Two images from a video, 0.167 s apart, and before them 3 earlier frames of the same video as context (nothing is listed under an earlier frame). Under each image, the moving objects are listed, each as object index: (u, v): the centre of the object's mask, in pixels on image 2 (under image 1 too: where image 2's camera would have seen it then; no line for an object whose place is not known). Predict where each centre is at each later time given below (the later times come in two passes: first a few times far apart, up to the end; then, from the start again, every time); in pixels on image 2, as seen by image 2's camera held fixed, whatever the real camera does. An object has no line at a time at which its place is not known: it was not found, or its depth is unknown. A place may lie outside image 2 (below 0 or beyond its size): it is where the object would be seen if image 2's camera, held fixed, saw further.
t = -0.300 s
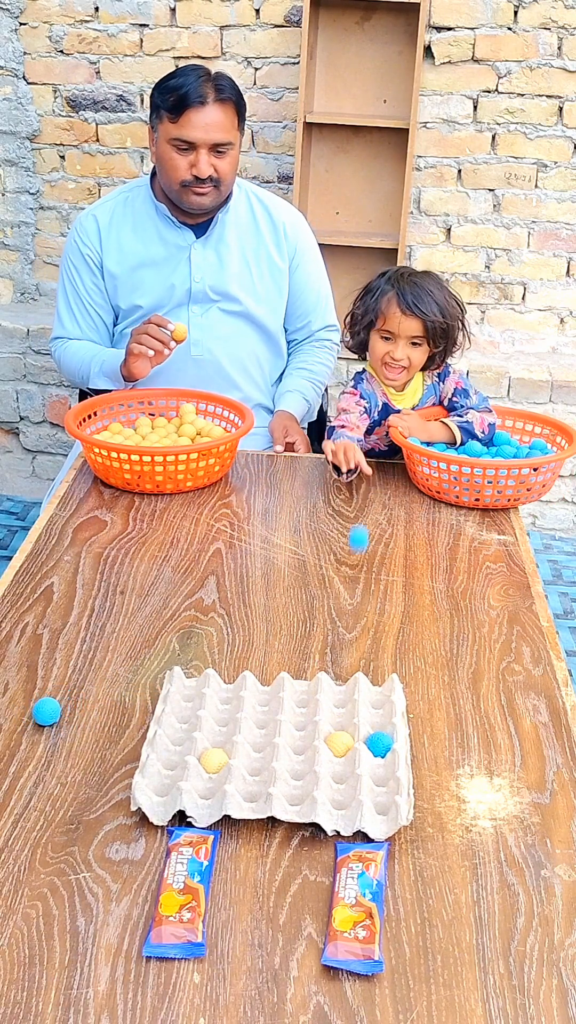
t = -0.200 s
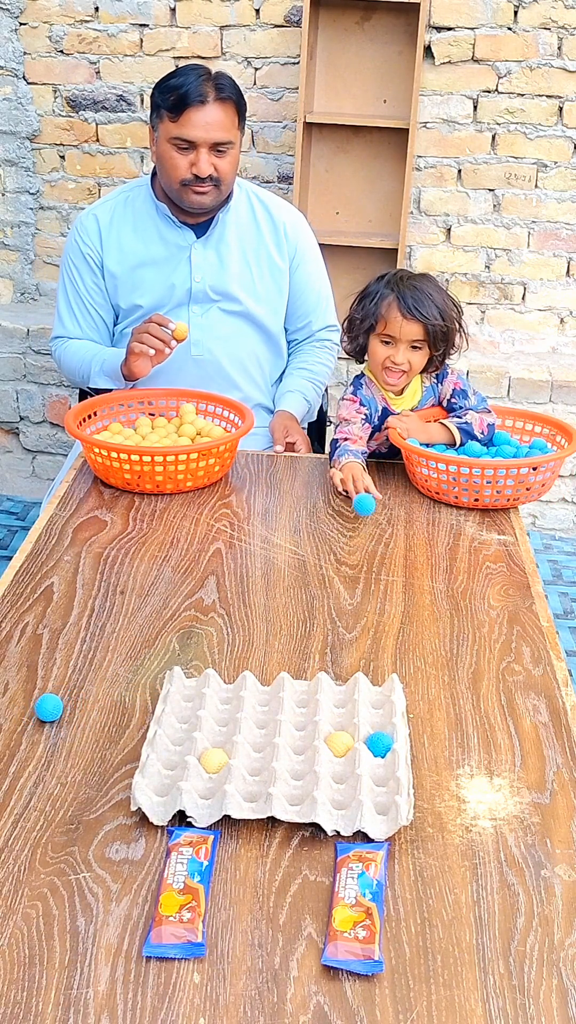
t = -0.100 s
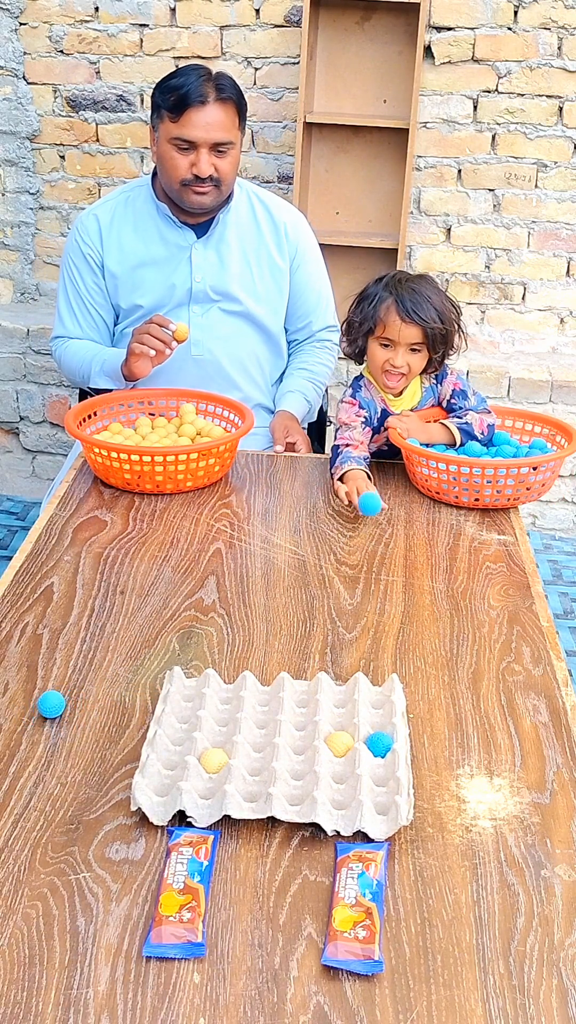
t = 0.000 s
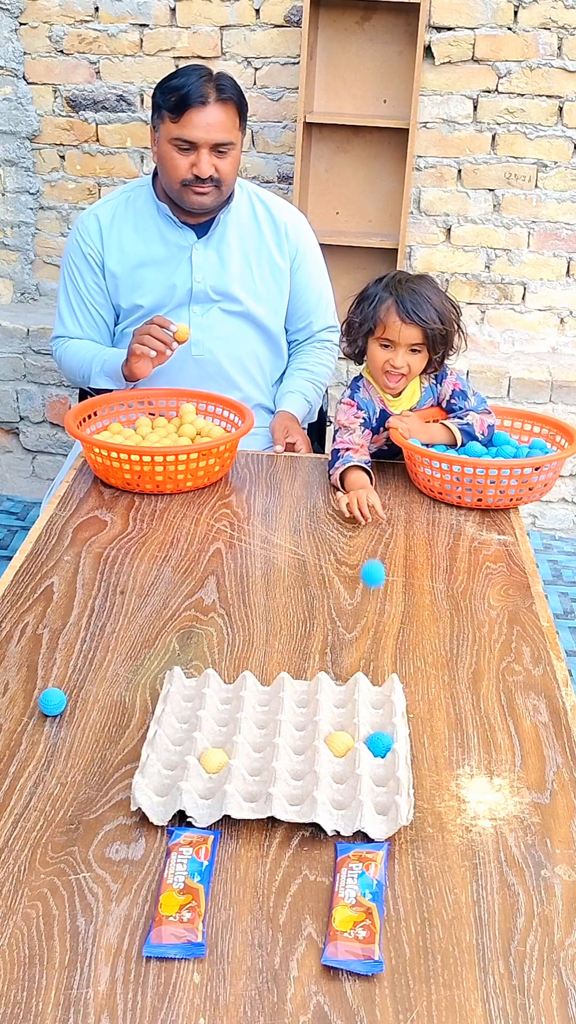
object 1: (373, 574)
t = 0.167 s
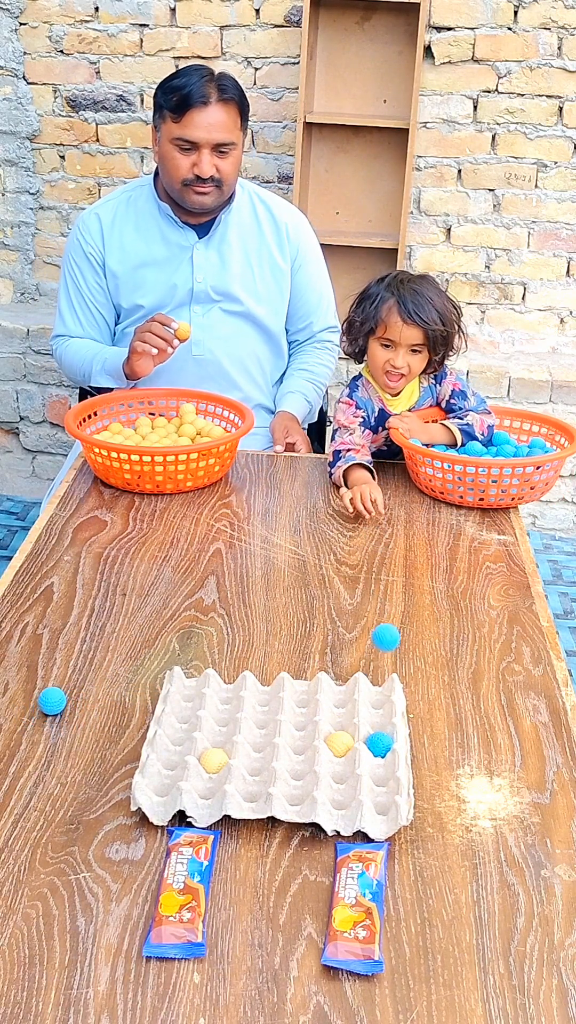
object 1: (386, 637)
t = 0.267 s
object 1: (399, 653)
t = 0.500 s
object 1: (485, 839)
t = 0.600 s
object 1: (555, 910)
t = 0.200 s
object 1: (391, 635)
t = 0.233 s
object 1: (395, 641)
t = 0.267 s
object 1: (399, 653)
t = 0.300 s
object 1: (404, 676)
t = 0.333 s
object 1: (408, 709)
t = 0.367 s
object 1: (411, 748)
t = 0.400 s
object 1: (428, 773)
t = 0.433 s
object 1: (444, 799)
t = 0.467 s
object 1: (461, 833)
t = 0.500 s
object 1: (485, 839)
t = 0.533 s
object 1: (508, 853)
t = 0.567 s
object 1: (531, 877)
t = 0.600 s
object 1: (555, 910)
